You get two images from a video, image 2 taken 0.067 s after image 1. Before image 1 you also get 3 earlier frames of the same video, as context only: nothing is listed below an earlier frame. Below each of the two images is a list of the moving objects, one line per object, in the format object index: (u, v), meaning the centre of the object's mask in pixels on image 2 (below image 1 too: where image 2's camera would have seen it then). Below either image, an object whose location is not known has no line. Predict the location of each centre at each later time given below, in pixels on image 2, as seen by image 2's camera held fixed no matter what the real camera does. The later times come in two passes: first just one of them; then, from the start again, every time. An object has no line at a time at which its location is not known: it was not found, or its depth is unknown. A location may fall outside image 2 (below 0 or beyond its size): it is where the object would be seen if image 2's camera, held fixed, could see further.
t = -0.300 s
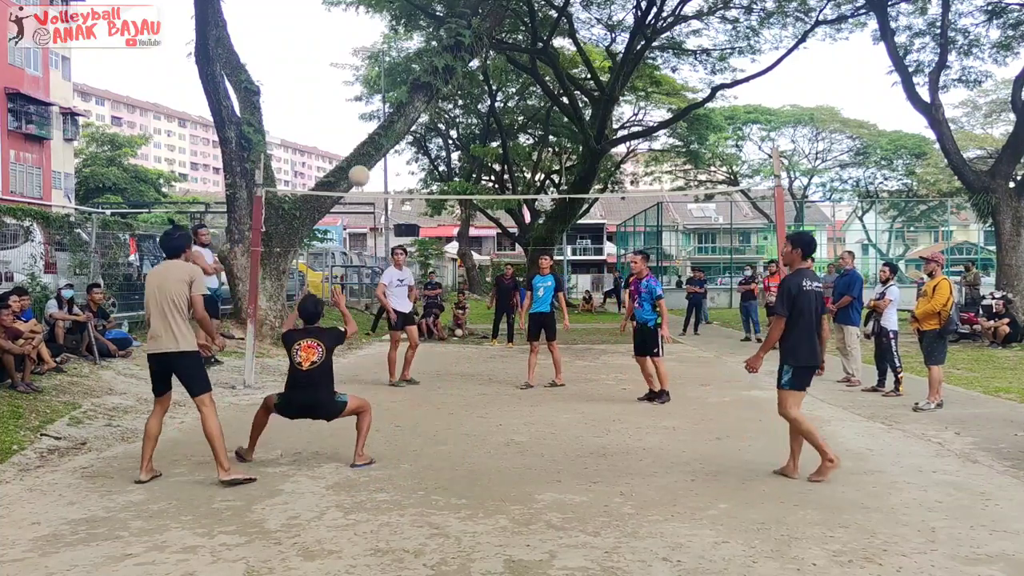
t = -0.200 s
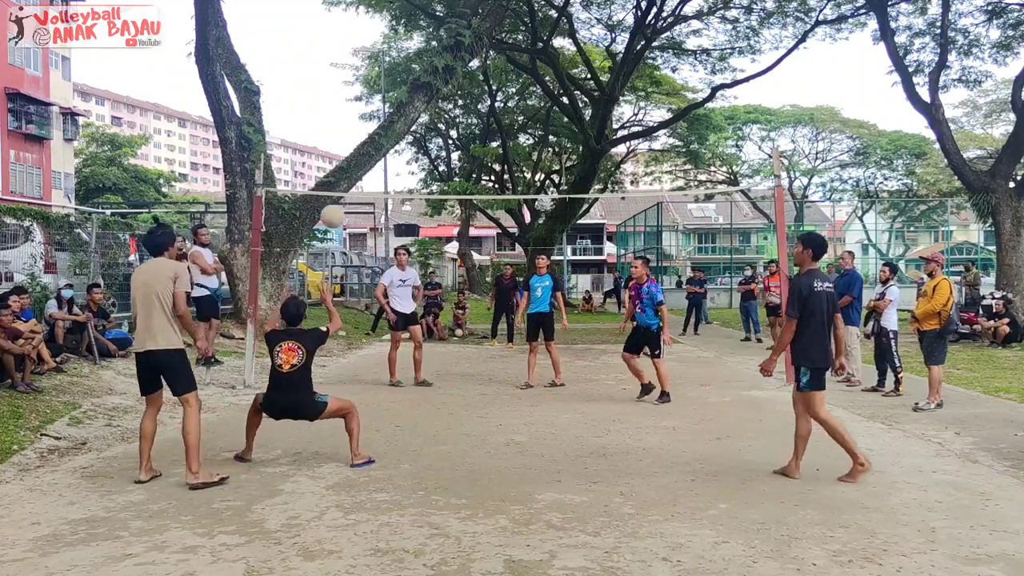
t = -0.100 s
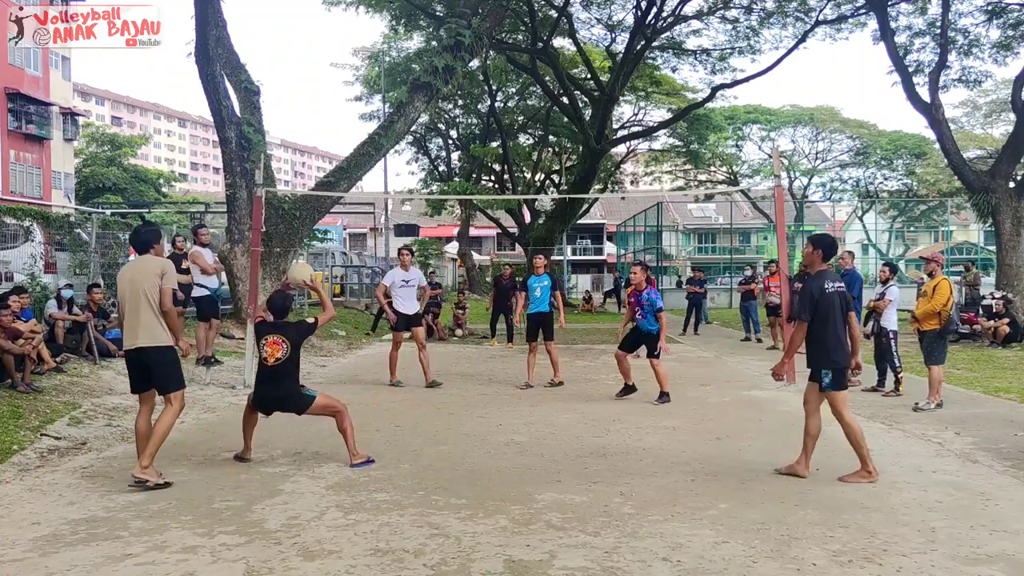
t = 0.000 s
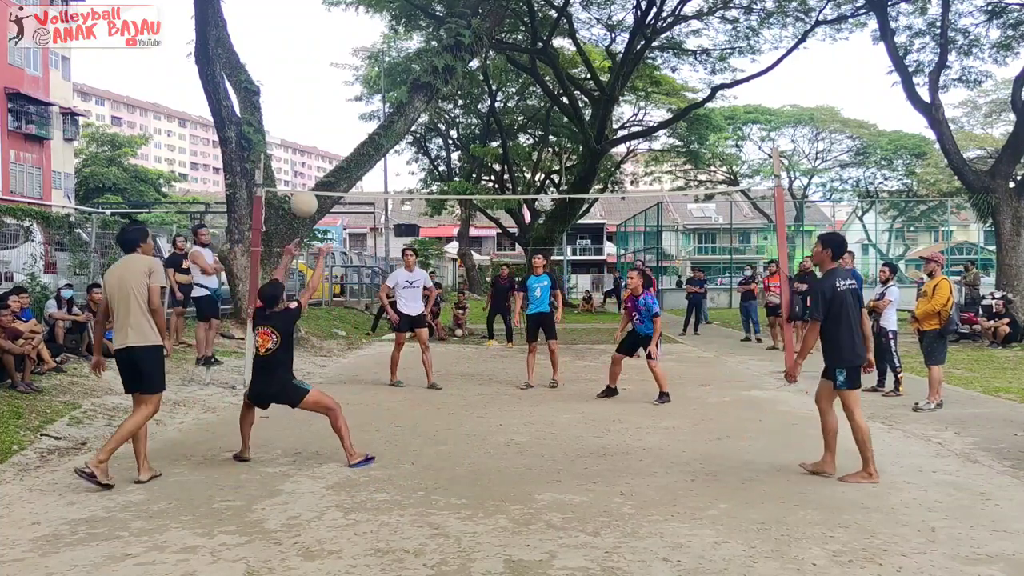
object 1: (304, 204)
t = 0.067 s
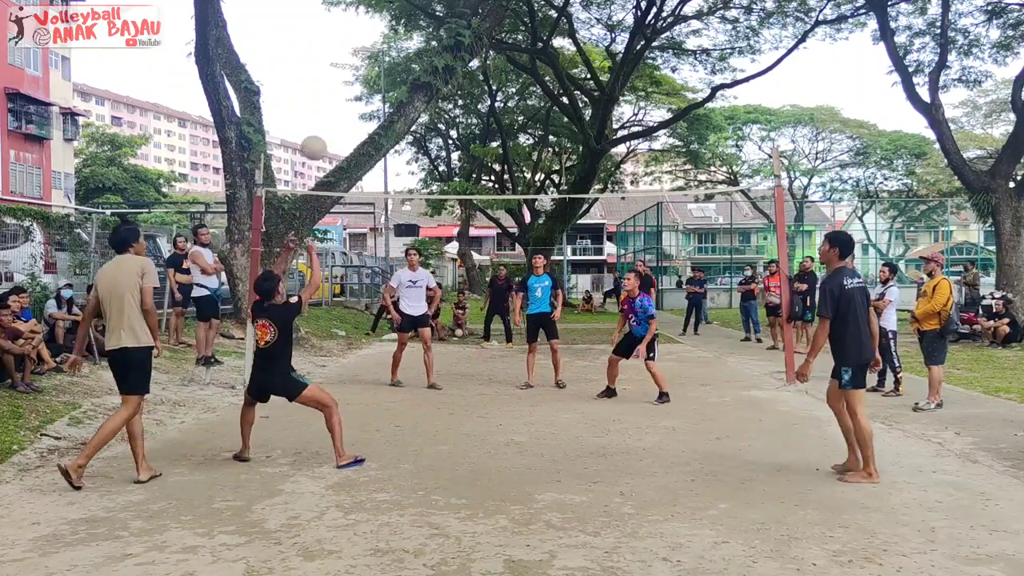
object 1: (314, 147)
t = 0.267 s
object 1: (344, 14)
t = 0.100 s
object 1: (319, 122)
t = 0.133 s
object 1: (324, 97)
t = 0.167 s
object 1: (329, 75)
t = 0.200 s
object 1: (333, 54)
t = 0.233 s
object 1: (339, 34)
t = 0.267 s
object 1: (344, 14)
